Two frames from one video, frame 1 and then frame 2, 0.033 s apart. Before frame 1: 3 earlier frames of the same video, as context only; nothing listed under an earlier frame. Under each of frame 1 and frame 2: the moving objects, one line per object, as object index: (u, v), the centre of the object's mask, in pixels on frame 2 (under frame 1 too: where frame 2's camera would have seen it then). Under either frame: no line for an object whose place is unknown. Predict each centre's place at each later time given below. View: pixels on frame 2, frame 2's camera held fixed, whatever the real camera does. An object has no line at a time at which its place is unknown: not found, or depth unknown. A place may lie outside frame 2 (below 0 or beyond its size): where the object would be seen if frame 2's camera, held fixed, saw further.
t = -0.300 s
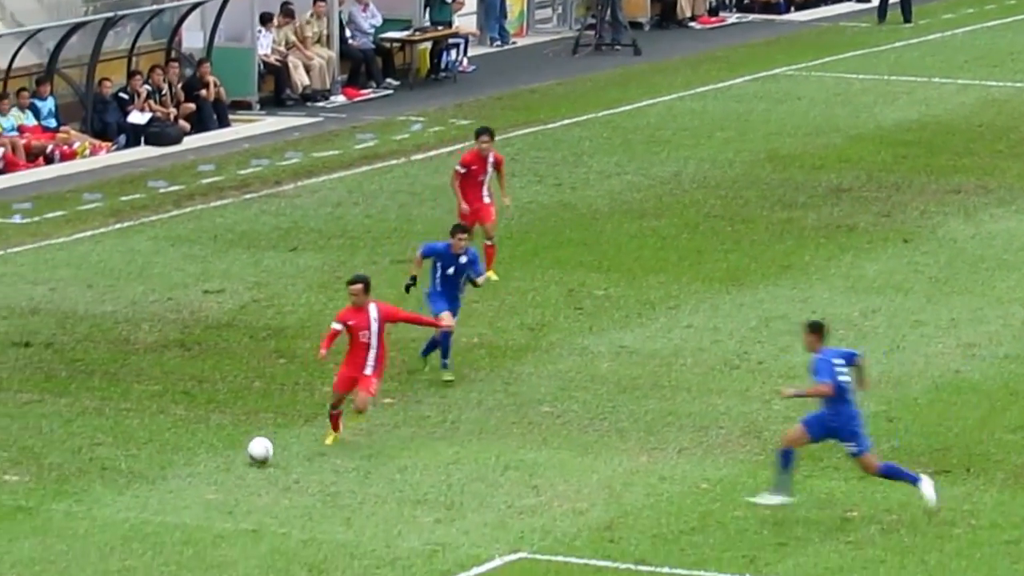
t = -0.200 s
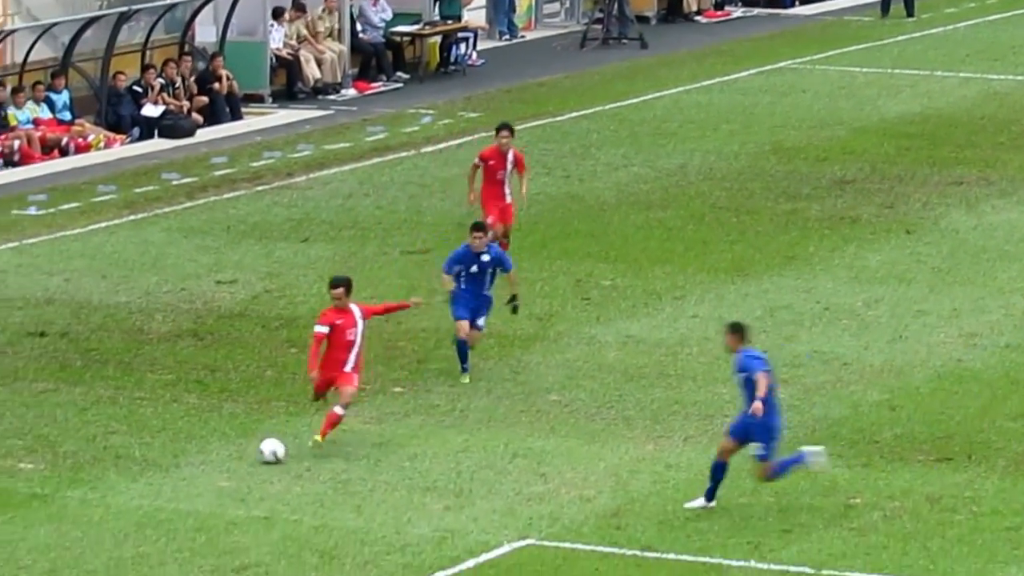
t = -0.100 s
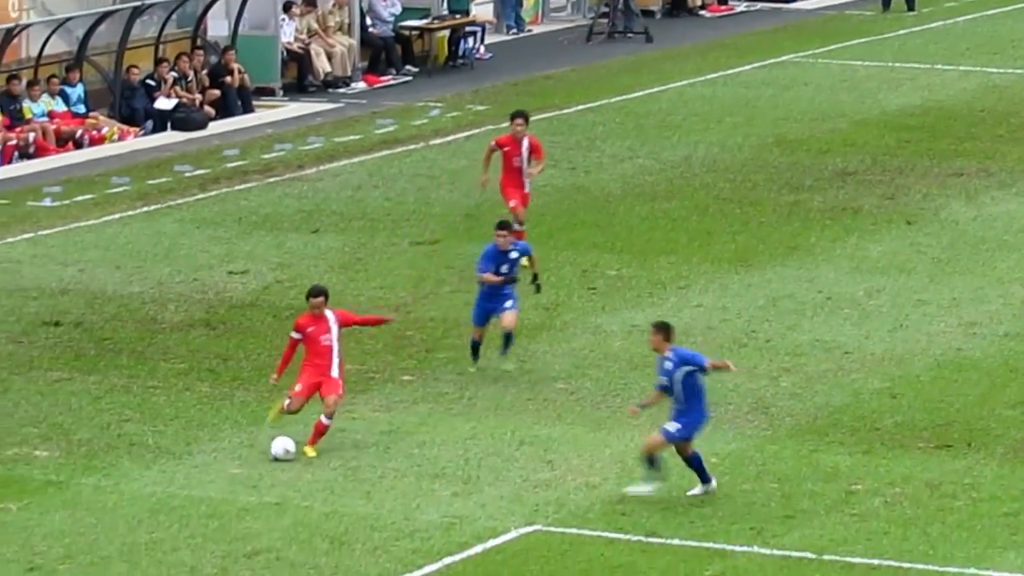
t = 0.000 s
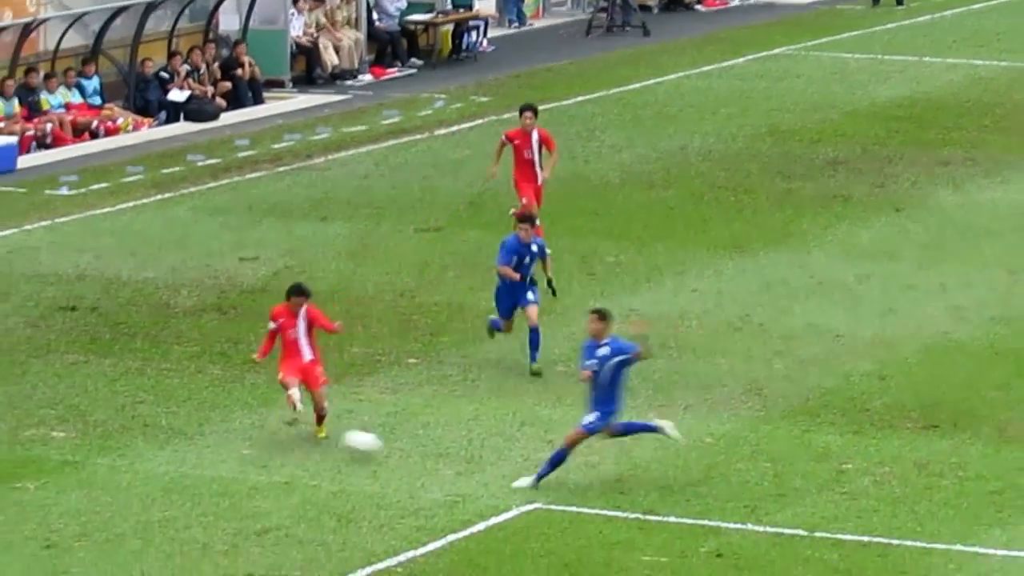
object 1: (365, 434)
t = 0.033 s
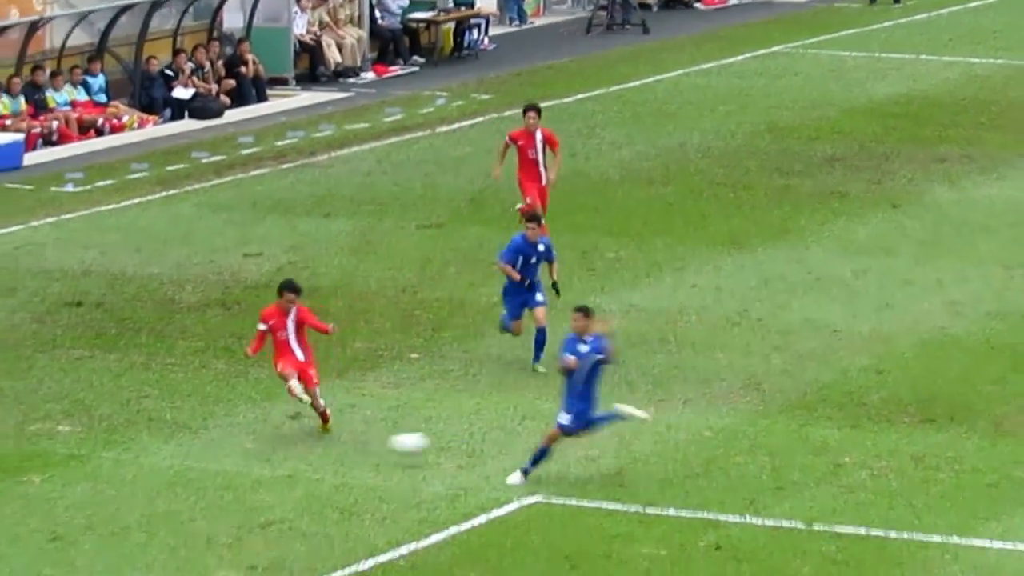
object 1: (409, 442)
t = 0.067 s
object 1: (453, 452)
